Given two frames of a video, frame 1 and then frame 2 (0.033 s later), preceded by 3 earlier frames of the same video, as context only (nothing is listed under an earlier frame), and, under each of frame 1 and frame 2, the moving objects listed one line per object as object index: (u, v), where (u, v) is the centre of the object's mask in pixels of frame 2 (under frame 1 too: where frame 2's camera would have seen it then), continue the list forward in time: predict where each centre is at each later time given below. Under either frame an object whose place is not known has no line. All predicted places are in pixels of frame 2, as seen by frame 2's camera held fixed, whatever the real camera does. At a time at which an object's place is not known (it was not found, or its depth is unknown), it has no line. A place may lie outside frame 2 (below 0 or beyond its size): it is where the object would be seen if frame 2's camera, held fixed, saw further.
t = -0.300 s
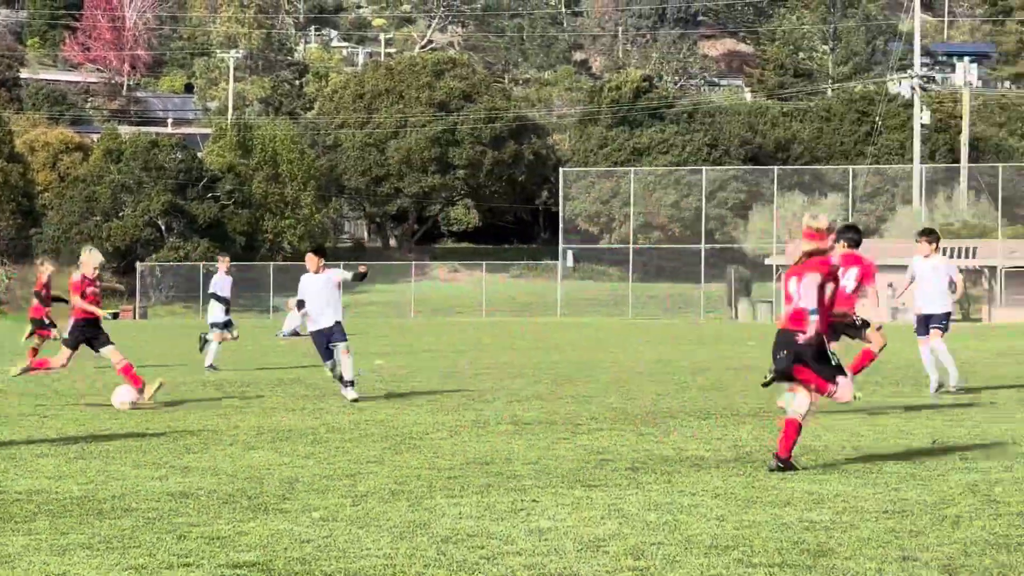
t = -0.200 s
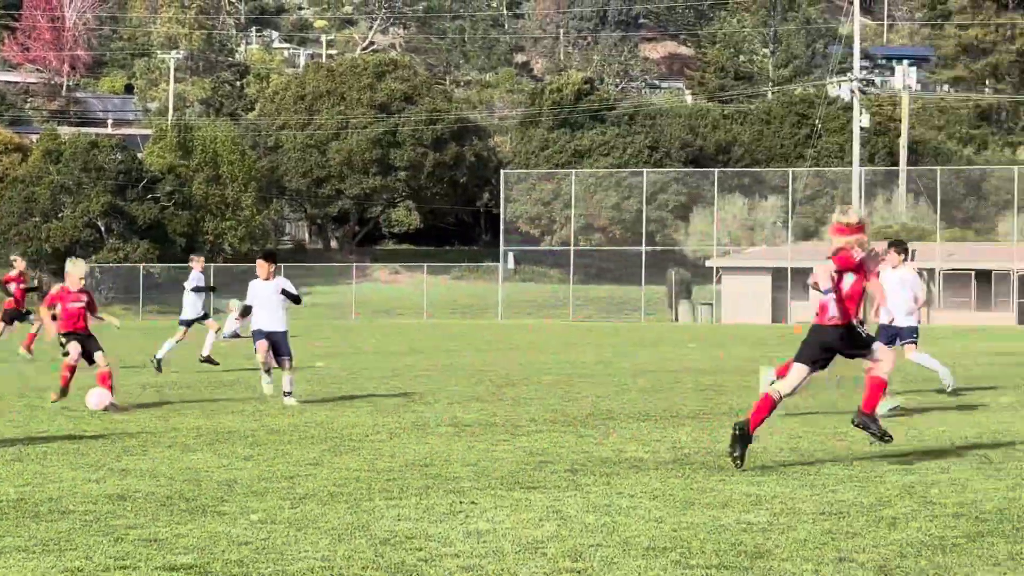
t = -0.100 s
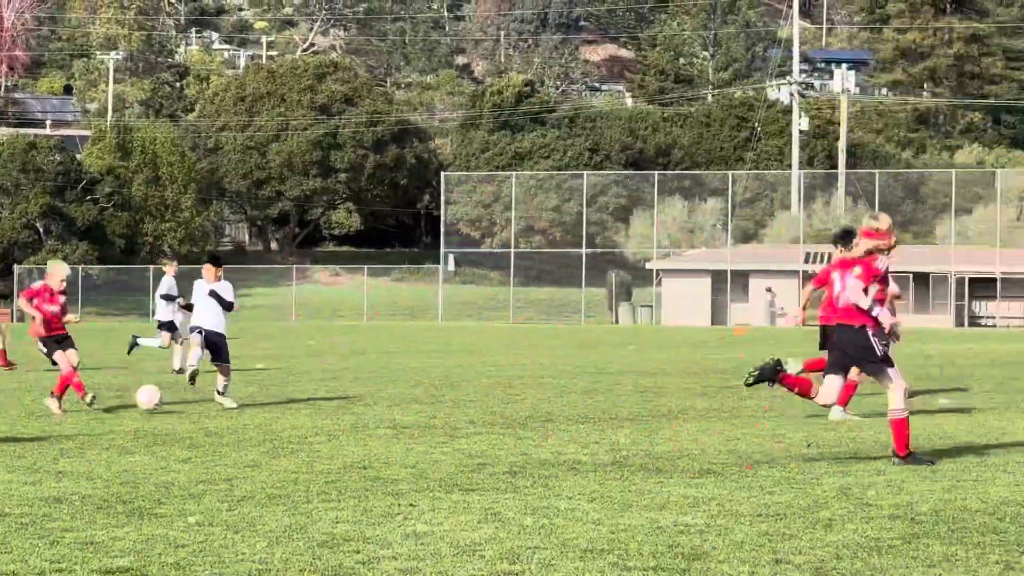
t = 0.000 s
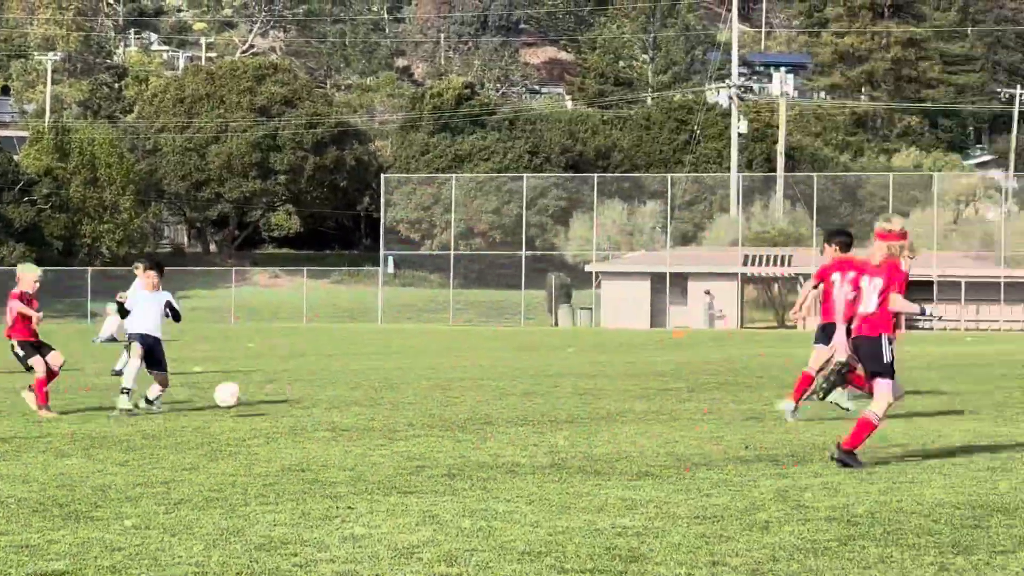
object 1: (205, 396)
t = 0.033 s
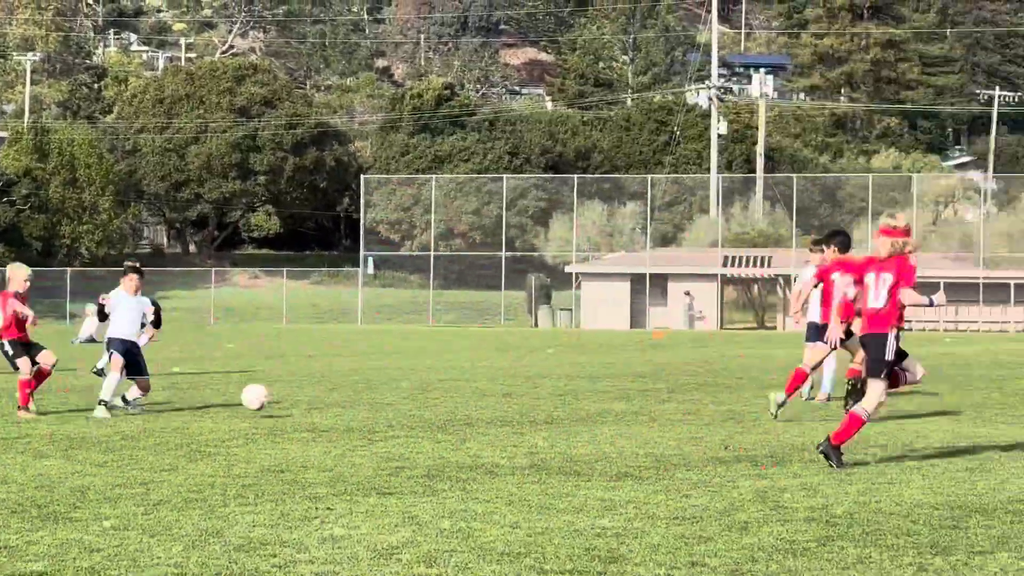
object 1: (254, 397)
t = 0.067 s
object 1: (303, 400)
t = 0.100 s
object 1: (351, 404)
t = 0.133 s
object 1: (396, 404)
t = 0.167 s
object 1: (436, 399)
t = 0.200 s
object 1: (475, 395)
